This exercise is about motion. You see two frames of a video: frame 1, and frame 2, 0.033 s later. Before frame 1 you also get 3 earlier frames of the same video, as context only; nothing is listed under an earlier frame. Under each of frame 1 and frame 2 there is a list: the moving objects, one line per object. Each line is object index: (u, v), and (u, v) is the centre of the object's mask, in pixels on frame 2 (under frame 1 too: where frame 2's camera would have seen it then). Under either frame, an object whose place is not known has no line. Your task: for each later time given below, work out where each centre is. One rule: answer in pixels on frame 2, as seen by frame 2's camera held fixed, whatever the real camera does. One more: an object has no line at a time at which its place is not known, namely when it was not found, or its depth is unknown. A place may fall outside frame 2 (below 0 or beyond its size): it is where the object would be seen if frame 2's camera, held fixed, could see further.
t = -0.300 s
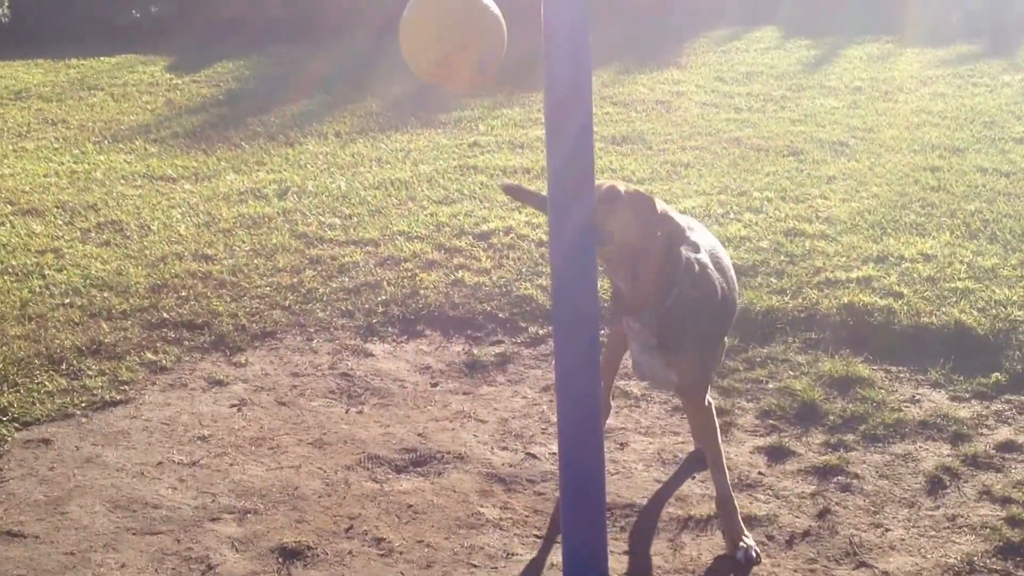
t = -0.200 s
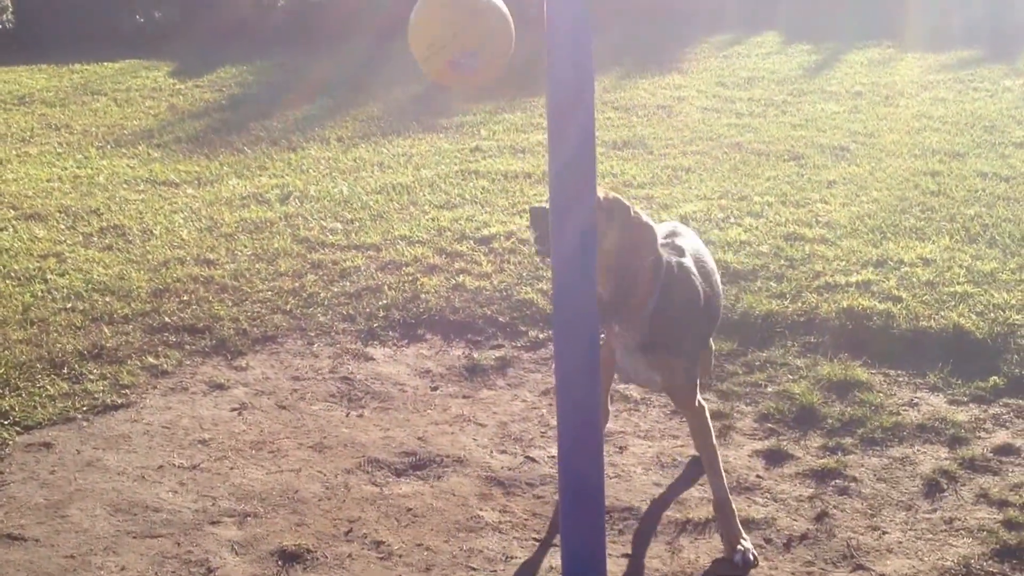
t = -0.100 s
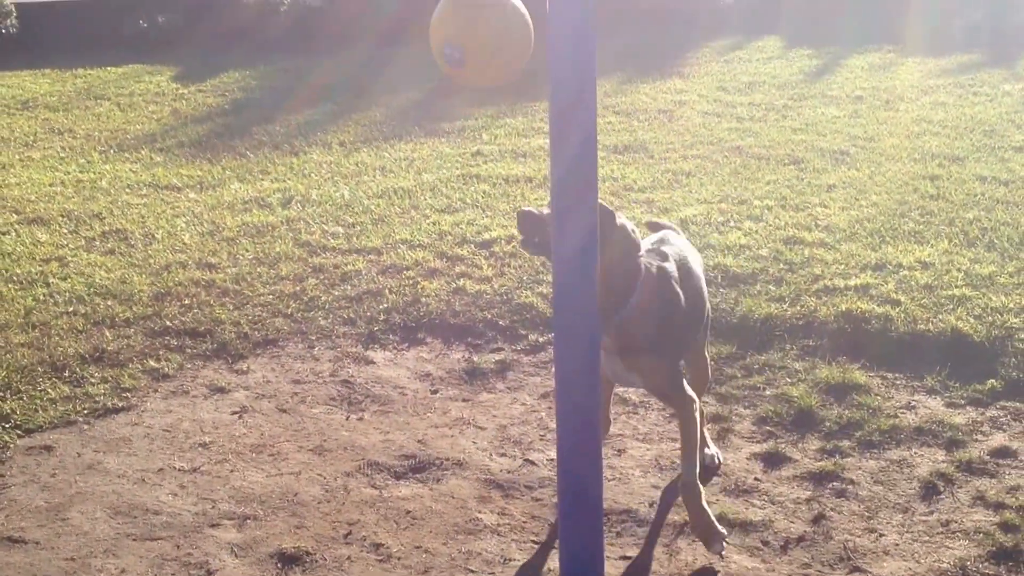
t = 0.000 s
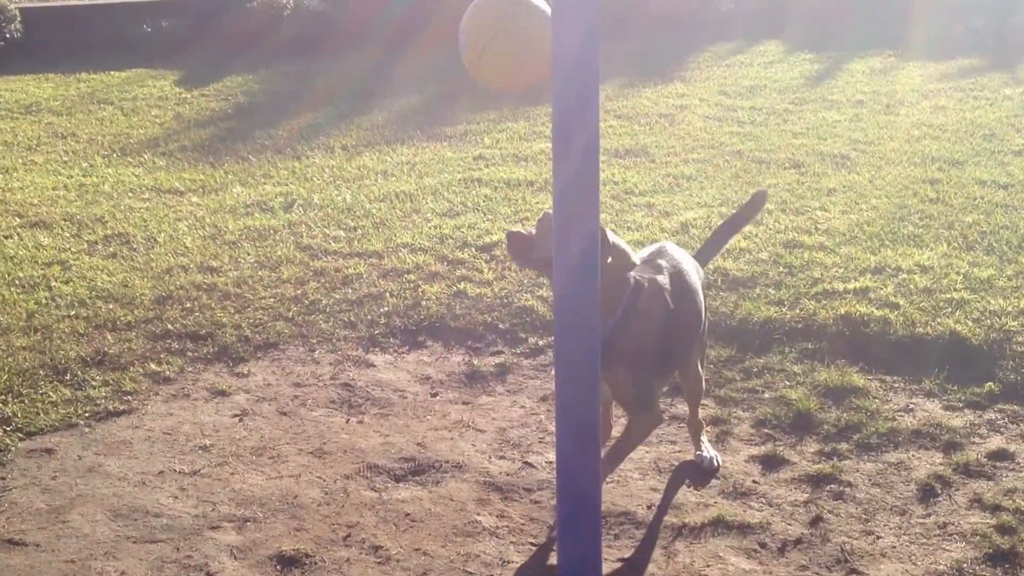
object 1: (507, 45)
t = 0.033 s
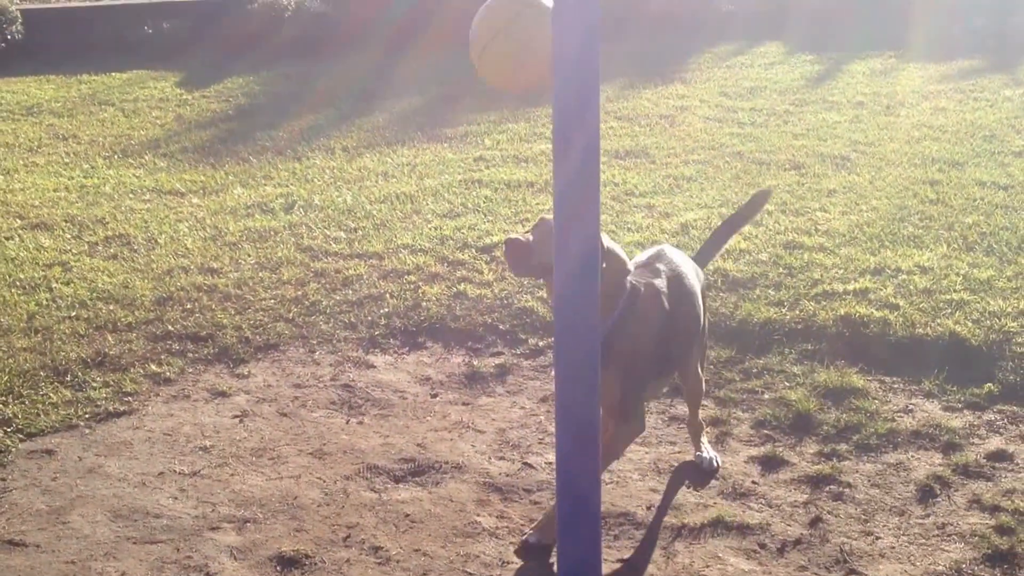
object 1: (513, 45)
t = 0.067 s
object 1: (519, 45)
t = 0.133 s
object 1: (535, 46)
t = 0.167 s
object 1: (542, 48)
